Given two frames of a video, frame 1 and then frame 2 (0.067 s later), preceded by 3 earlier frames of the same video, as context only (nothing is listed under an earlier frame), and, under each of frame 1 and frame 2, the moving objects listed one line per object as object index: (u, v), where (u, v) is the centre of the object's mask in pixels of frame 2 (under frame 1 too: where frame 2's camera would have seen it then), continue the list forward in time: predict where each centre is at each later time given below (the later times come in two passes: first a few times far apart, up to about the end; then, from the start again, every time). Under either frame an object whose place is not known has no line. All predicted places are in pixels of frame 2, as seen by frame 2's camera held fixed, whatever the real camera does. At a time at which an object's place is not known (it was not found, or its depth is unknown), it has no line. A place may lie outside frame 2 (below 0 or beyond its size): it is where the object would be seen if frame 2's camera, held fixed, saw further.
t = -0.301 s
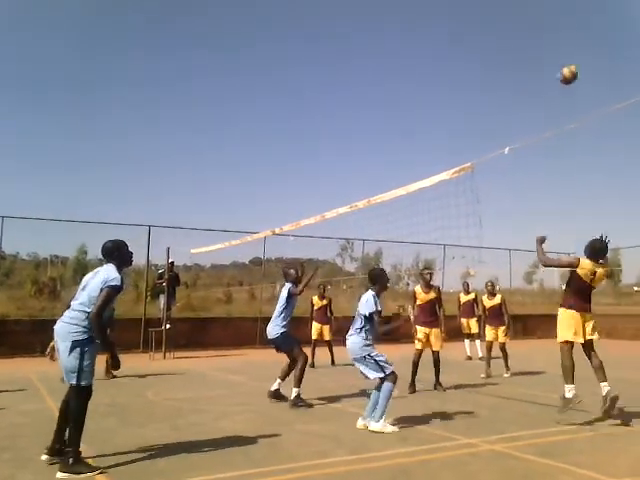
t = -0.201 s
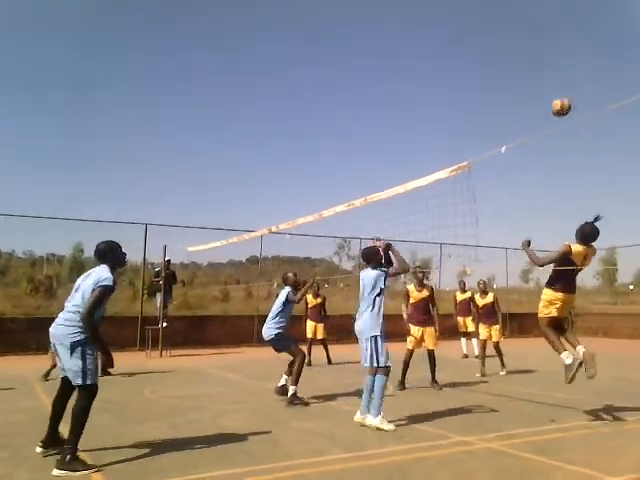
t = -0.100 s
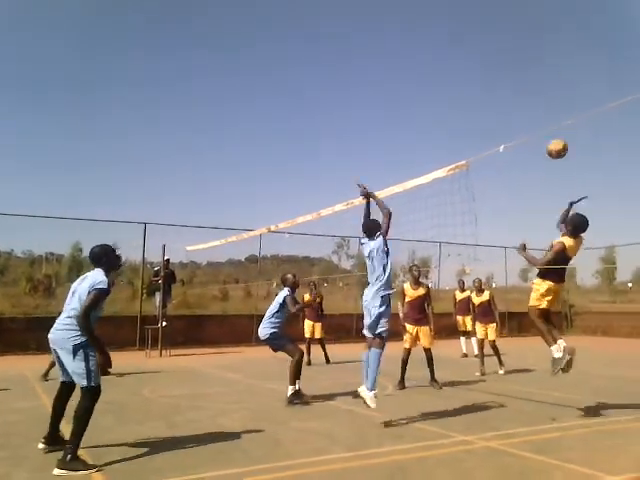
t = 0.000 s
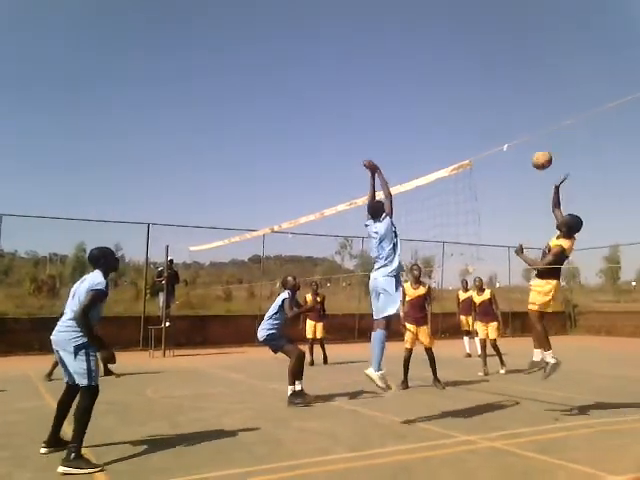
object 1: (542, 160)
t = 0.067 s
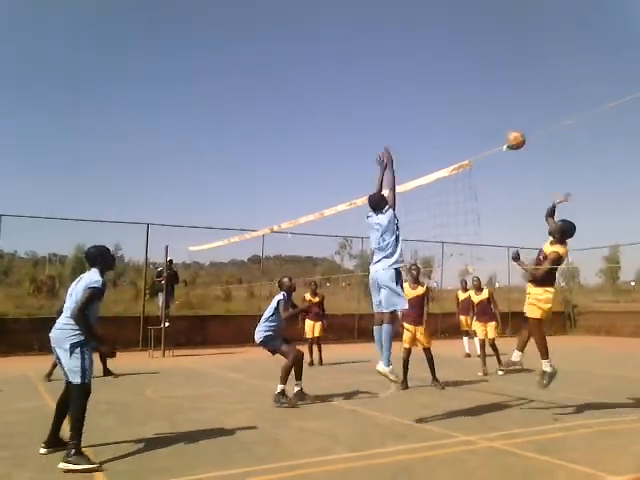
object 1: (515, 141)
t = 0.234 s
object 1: (450, 105)
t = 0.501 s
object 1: (343, 100)
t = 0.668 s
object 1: (273, 141)
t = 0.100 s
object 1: (501, 131)
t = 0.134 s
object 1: (489, 123)
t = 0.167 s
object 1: (476, 116)
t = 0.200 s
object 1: (463, 110)
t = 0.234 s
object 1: (450, 105)
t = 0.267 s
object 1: (436, 101)
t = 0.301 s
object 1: (423, 97)
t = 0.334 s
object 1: (410, 95)
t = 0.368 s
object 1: (397, 94)
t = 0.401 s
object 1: (383, 94)
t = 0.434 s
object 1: (370, 96)
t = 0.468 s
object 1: (357, 97)
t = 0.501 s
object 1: (343, 100)
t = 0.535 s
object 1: (330, 104)
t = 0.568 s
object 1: (315, 108)
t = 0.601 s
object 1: (301, 118)
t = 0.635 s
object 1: (286, 129)
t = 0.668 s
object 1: (273, 141)
